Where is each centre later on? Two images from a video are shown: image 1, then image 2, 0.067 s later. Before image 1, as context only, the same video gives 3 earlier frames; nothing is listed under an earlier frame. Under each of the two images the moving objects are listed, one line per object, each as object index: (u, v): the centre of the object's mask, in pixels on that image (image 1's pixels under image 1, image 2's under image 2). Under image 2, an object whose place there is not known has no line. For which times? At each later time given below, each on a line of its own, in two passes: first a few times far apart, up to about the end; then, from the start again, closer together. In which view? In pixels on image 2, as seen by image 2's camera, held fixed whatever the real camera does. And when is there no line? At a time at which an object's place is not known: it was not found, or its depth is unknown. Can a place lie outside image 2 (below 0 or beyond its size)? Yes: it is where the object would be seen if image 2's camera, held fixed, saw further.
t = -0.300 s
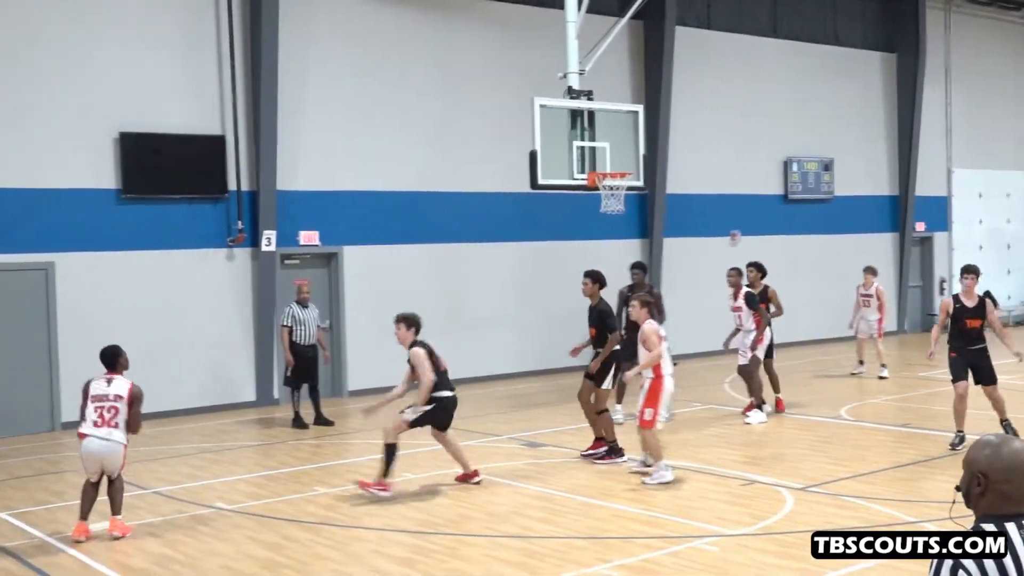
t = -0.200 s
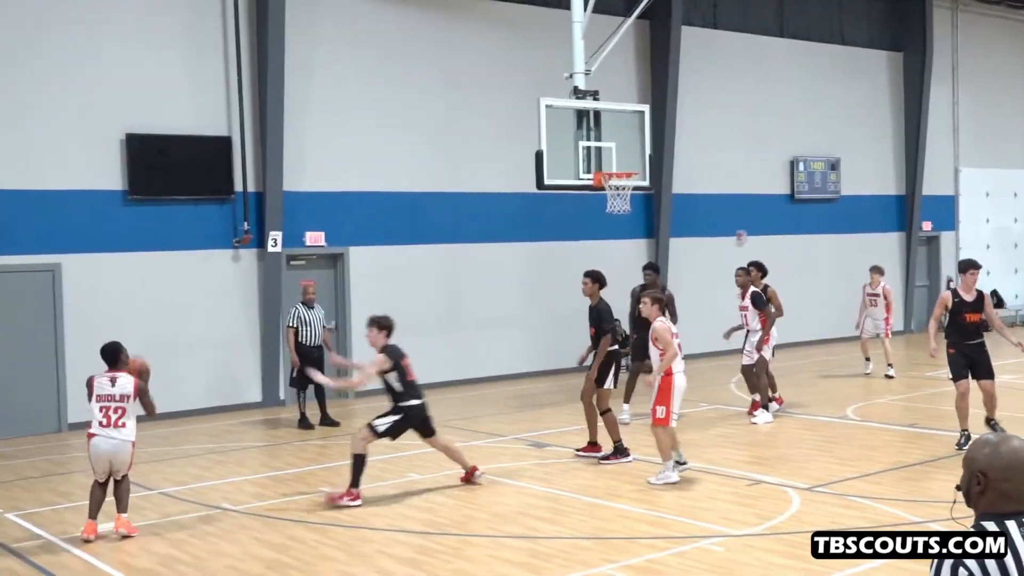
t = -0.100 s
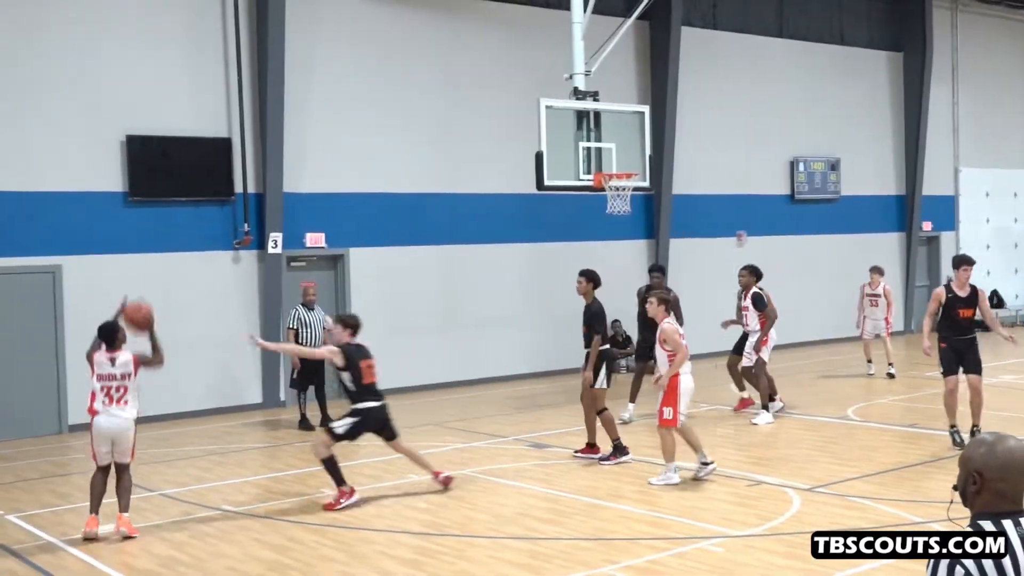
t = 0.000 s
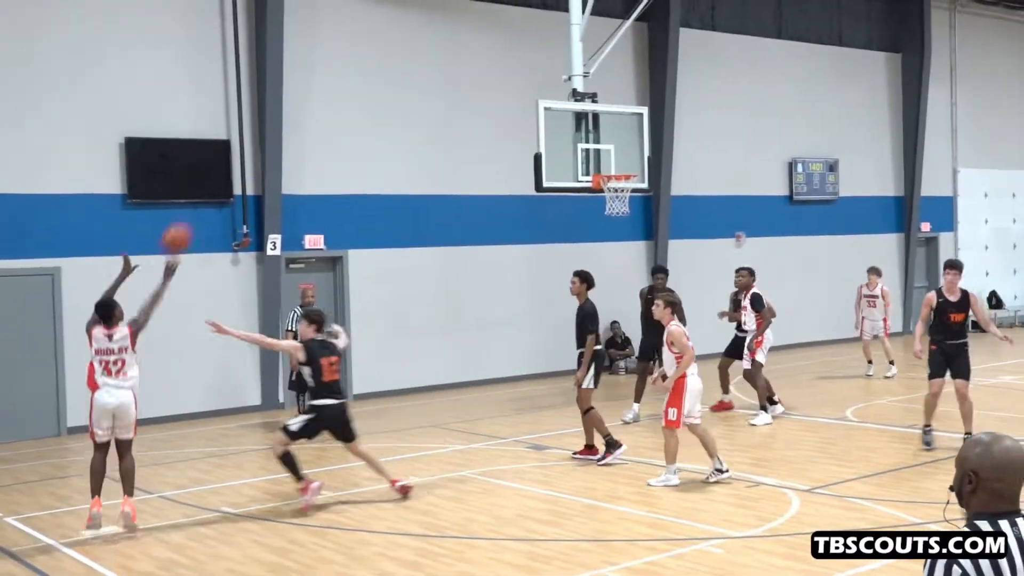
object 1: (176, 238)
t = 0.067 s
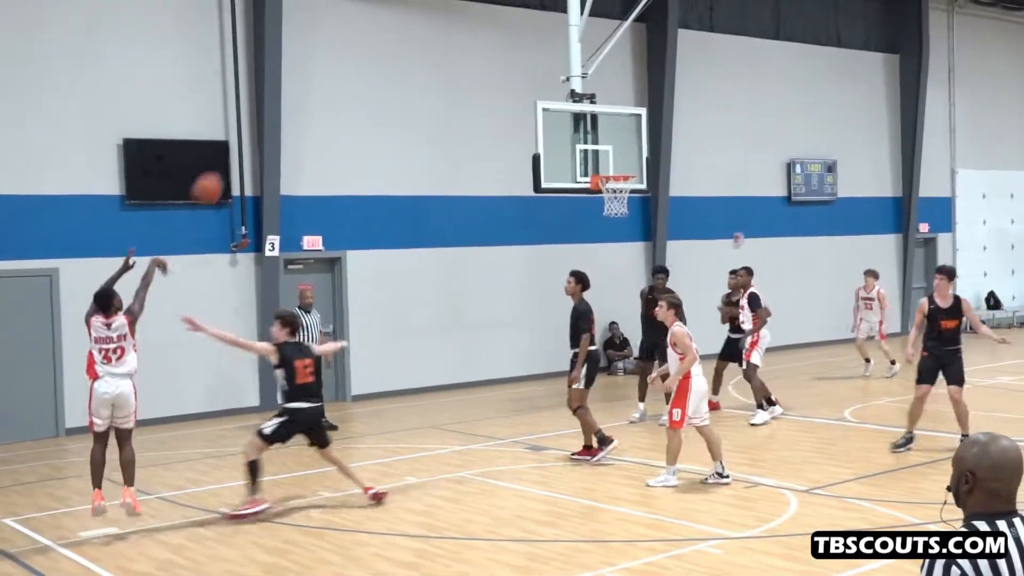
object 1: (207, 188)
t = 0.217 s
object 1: (278, 101)
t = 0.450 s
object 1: (373, 29)
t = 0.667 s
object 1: (448, 16)
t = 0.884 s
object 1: (515, 47)
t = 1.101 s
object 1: (573, 112)
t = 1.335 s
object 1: (623, 183)
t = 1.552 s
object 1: (593, 193)
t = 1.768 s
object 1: (592, 212)
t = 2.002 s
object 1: (594, 271)
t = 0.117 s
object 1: (230, 157)
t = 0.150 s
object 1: (249, 136)
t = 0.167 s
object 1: (257, 126)
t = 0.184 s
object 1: (263, 118)
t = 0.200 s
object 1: (271, 109)
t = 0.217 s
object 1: (278, 101)
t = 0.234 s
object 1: (286, 94)
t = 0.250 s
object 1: (294, 87)
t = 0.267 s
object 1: (300, 80)
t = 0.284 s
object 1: (307, 73)
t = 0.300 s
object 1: (314, 67)
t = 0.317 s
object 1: (321, 62)
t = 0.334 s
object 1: (328, 56)
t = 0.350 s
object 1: (334, 51)
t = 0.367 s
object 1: (341, 47)
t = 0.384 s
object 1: (348, 43)
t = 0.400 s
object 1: (354, 39)
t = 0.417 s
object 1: (360, 35)
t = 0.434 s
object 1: (367, 31)
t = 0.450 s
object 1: (373, 29)
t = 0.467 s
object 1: (379, 26)
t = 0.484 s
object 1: (385, 24)
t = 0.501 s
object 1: (391, 22)
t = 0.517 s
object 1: (397, 21)
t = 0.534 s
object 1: (403, 19)
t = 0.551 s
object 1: (409, 16)
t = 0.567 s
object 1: (415, 16)
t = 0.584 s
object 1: (421, 15)
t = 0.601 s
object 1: (426, 15)
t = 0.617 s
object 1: (432, 15)
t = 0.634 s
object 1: (437, 15)
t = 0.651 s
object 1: (443, 15)
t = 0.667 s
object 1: (448, 16)
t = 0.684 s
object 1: (453, 17)
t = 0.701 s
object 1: (459, 18)
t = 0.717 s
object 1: (465, 20)
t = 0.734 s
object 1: (470, 21)
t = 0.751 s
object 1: (475, 23)
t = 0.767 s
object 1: (480, 25)
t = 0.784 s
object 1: (486, 28)
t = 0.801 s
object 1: (491, 31)
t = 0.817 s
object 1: (495, 33)
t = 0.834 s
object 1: (500, 36)
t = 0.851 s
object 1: (505, 39)
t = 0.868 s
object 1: (510, 42)
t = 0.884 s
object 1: (515, 47)
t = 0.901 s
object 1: (520, 50)
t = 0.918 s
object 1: (524, 55)
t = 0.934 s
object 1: (529, 59)
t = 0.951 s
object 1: (533, 63)
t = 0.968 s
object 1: (538, 68)
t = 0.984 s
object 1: (542, 72)
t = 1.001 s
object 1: (547, 77)
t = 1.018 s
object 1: (551, 82)
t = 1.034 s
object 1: (556, 88)
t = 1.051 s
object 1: (559, 93)
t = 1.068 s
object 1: (564, 99)
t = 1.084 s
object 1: (568, 104)
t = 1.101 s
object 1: (573, 112)
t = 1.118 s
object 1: (577, 117)
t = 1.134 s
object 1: (581, 123)
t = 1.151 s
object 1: (585, 128)
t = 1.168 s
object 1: (588, 135)
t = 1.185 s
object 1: (593, 142)
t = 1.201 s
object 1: (597, 149)
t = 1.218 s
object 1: (602, 157)
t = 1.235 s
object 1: (605, 164)
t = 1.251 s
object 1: (609, 169)
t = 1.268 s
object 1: (613, 171)
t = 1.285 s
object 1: (618, 175)
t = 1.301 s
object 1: (623, 179)
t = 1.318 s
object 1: (625, 181)
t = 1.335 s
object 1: (623, 183)
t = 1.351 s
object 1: (620, 184)
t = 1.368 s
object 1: (613, 189)
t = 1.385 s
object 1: (610, 191)
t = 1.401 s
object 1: (607, 192)
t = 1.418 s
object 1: (605, 192)
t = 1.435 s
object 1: (601, 193)
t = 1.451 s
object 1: (599, 193)
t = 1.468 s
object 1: (598, 193)
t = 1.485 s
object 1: (596, 192)
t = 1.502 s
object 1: (596, 191)
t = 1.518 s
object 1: (595, 191)
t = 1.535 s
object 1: (594, 195)
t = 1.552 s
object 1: (593, 193)
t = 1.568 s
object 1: (593, 193)
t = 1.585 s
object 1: (593, 193)
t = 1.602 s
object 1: (592, 195)
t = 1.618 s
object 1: (592, 195)
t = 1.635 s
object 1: (592, 196)
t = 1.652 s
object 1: (592, 197)
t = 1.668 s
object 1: (592, 198)
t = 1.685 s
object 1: (592, 201)
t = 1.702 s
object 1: (592, 203)
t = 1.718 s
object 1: (591, 205)
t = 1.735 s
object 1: (592, 207)
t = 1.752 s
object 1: (592, 210)
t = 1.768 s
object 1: (592, 212)
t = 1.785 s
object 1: (592, 215)
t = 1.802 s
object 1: (593, 217)
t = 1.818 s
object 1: (593, 221)
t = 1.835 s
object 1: (593, 225)
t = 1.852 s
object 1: (593, 229)
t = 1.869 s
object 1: (593, 232)
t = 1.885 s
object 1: (593, 237)
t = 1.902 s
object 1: (593, 241)
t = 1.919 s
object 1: (593, 246)
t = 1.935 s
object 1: (593, 251)
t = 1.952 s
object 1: (593, 255)
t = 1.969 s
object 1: (593, 260)
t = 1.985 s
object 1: (594, 266)
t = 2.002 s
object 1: (594, 271)
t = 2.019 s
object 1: (594, 277)
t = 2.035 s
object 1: (594, 283)
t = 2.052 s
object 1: (594, 289)
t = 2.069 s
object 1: (594, 295)
